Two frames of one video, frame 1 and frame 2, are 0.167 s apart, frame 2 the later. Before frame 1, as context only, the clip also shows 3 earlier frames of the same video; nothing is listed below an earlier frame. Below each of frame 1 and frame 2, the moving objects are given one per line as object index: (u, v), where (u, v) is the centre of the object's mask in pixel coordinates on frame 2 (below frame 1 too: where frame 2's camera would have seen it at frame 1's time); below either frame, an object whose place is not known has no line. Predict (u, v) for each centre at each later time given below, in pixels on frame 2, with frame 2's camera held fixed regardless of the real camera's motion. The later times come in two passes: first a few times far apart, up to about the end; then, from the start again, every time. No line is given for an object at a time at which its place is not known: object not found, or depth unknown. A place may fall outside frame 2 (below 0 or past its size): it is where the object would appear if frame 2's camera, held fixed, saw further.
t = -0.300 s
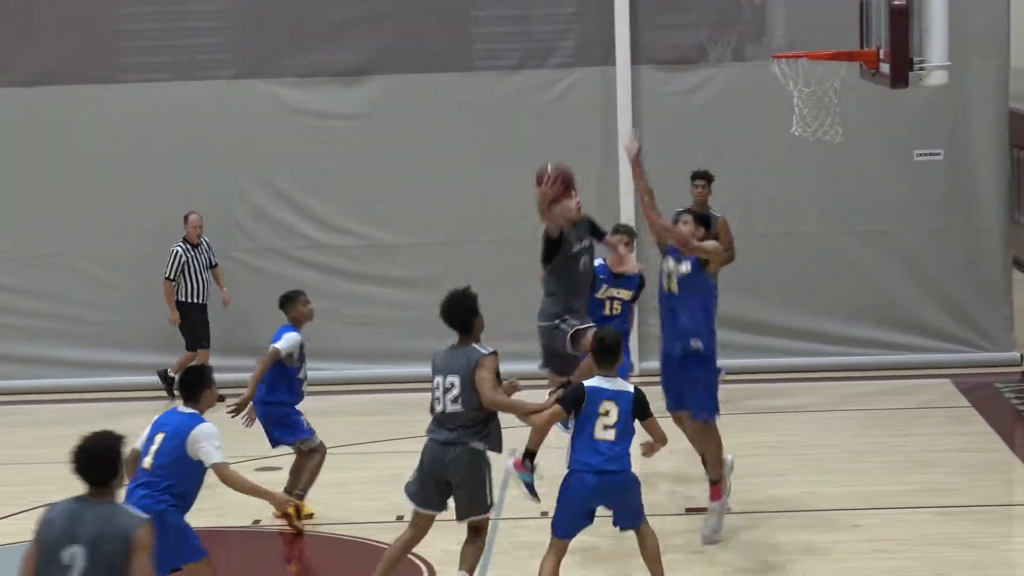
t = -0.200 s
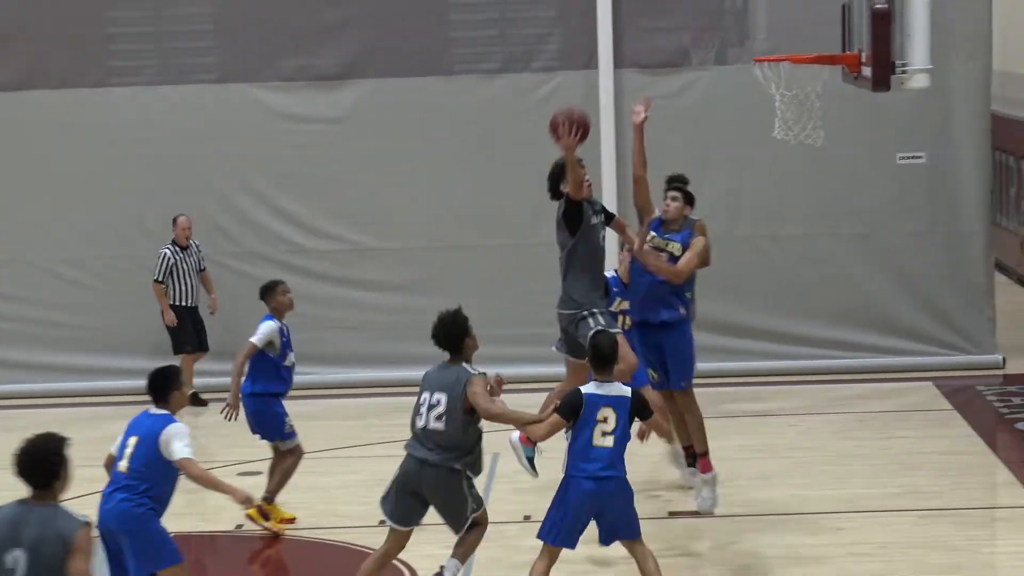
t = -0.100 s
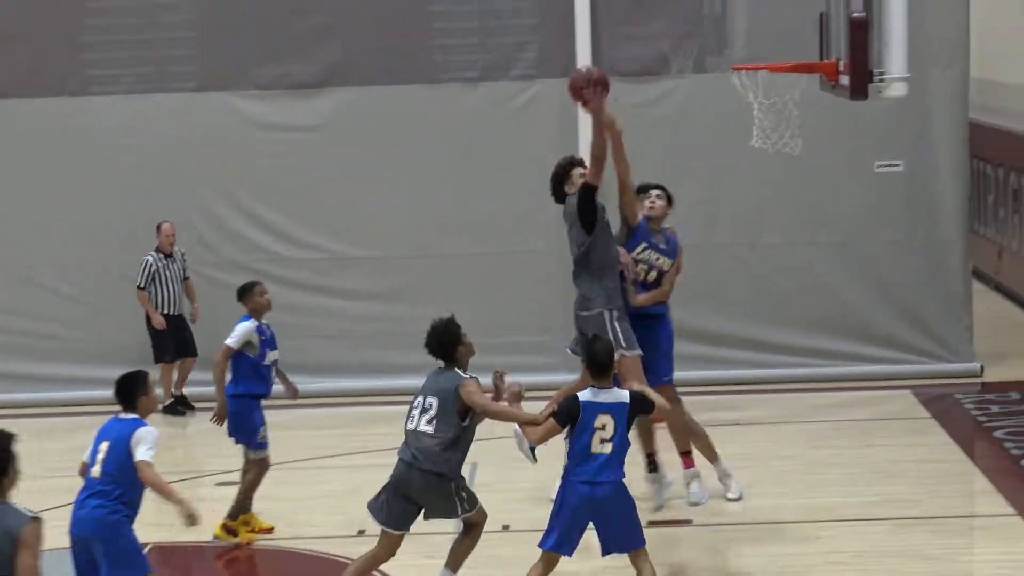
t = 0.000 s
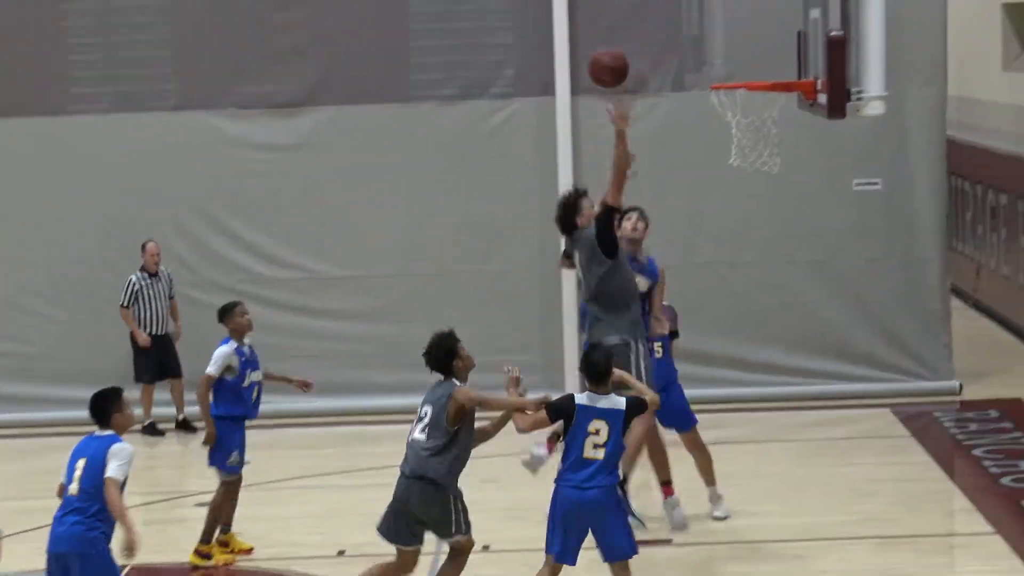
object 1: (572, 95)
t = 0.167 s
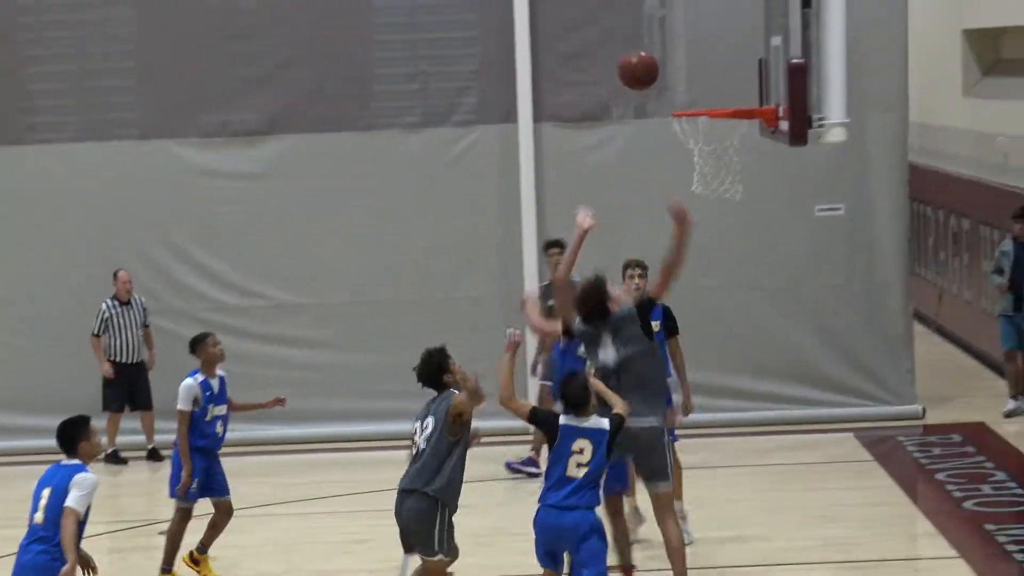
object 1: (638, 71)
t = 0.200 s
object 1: (652, 72)
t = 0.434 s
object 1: (725, 98)
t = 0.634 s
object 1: (689, 93)
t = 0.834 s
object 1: (689, 90)
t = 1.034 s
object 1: (689, 91)
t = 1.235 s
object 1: (677, 100)
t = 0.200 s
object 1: (652, 72)
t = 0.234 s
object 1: (666, 74)
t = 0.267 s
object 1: (679, 78)
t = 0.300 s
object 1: (693, 84)
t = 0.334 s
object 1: (706, 91)
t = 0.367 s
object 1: (718, 97)
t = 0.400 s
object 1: (722, 97)
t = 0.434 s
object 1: (725, 98)
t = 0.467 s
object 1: (725, 98)
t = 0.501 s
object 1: (714, 98)
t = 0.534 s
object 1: (702, 98)
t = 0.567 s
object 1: (692, 98)
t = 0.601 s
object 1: (690, 95)
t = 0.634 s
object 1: (689, 93)
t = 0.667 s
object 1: (688, 93)
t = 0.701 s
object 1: (688, 93)
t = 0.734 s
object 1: (687, 93)
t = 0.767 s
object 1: (688, 90)
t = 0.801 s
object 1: (689, 90)
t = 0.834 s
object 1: (689, 90)
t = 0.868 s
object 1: (690, 92)
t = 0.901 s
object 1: (690, 90)
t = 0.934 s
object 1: (690, 90)
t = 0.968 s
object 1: (690, 90)
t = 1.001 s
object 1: (690, 90)
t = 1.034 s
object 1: (689, 91)
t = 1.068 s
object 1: (688, 91)
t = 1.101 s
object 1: (687, 92)
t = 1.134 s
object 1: (685, 93)
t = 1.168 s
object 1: (683, 95)
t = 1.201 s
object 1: (680, 98)
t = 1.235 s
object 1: (677, 100)
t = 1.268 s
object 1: (672, 107)
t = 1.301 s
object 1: (673, 120)
